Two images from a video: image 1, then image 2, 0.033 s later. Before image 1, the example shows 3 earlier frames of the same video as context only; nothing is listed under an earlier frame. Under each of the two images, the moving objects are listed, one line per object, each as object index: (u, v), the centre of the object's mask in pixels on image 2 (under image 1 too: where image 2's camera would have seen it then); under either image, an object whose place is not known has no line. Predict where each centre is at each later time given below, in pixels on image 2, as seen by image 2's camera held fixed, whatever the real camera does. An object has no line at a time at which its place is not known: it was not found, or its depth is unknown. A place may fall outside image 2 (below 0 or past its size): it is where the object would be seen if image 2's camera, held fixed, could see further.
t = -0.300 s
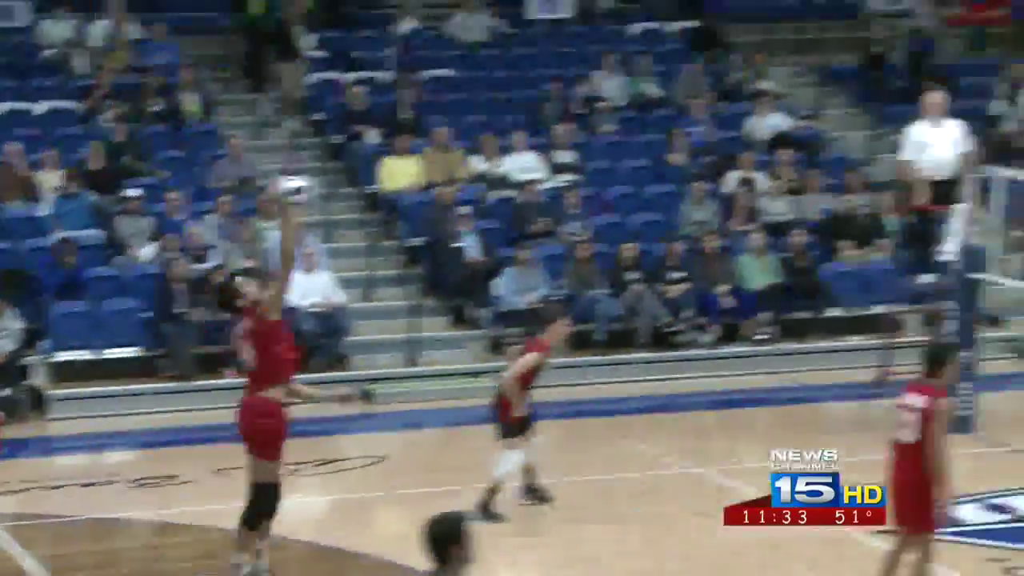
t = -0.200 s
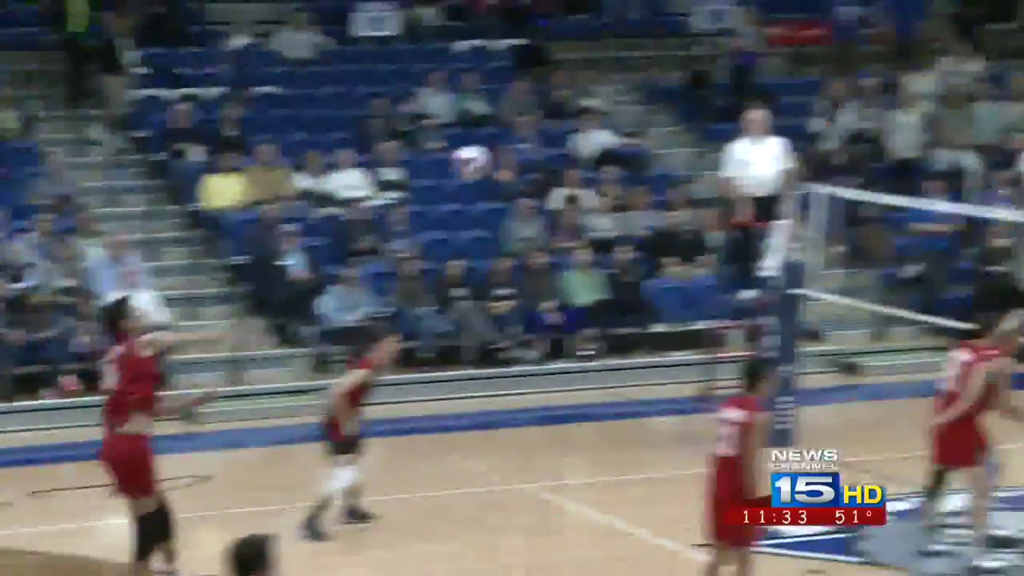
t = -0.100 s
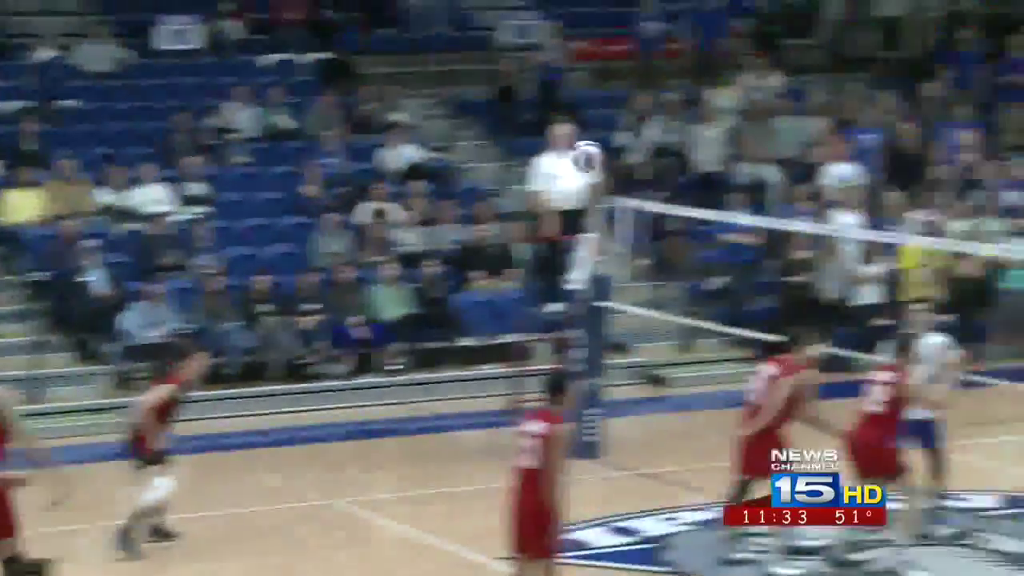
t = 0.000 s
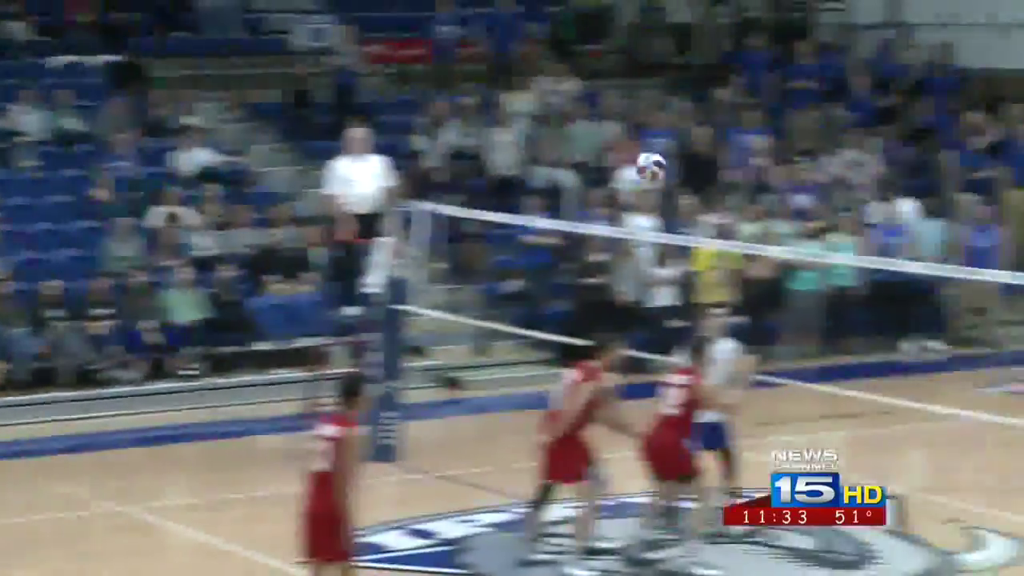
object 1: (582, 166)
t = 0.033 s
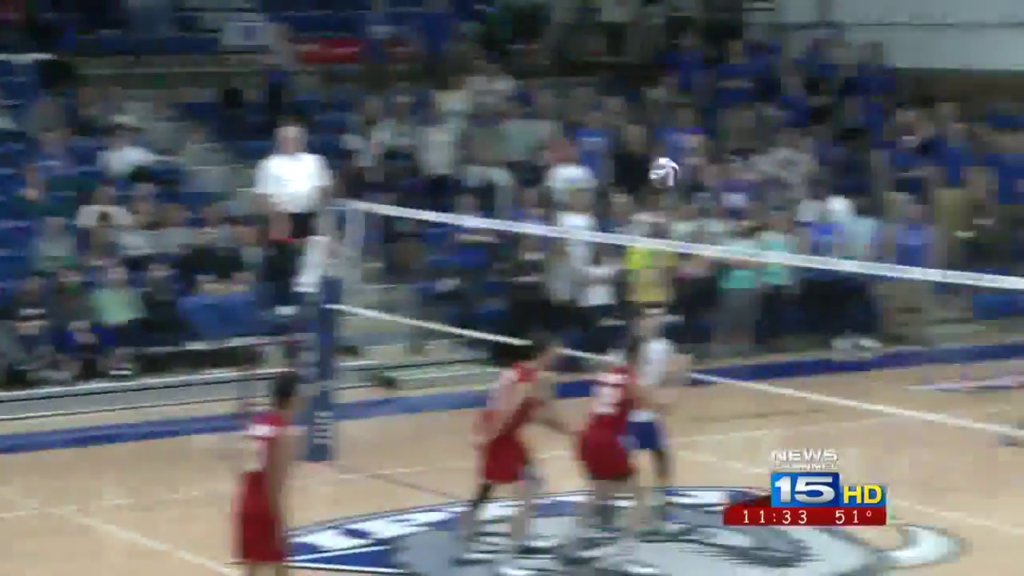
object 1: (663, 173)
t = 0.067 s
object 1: (739, 181)
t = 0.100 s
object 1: (811, 192)
